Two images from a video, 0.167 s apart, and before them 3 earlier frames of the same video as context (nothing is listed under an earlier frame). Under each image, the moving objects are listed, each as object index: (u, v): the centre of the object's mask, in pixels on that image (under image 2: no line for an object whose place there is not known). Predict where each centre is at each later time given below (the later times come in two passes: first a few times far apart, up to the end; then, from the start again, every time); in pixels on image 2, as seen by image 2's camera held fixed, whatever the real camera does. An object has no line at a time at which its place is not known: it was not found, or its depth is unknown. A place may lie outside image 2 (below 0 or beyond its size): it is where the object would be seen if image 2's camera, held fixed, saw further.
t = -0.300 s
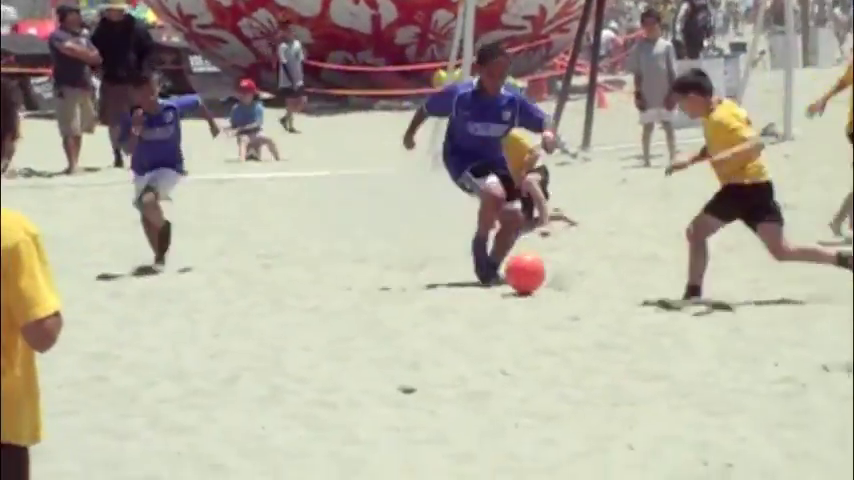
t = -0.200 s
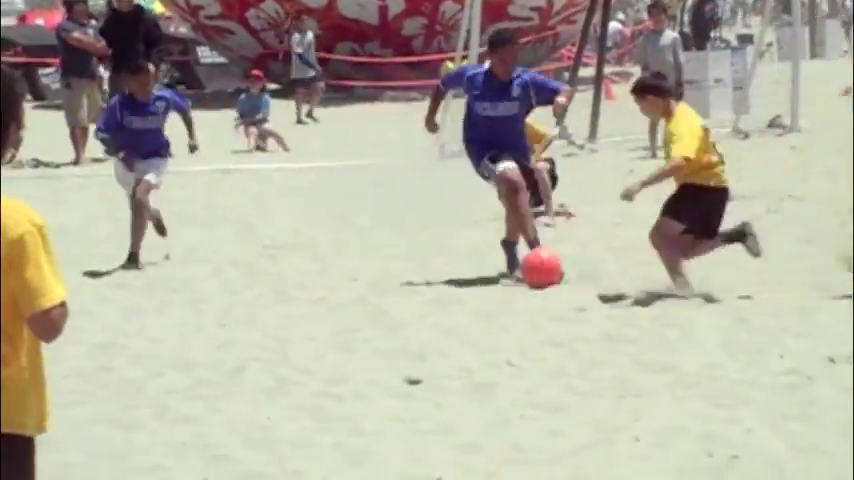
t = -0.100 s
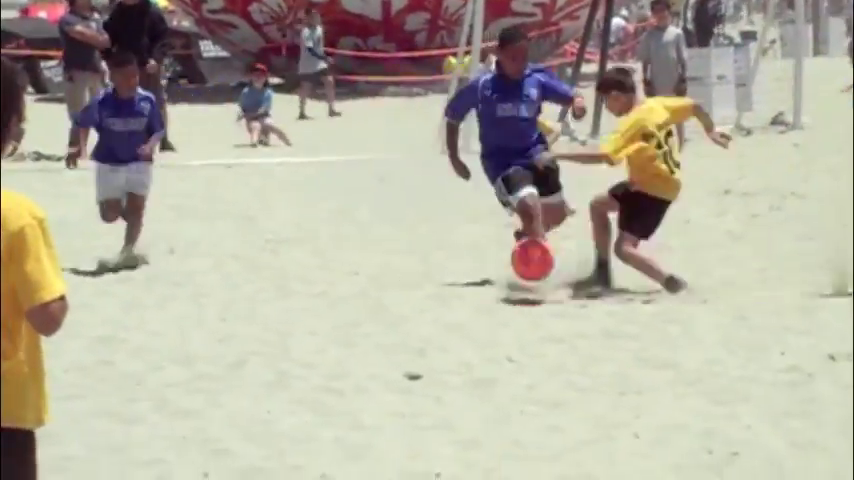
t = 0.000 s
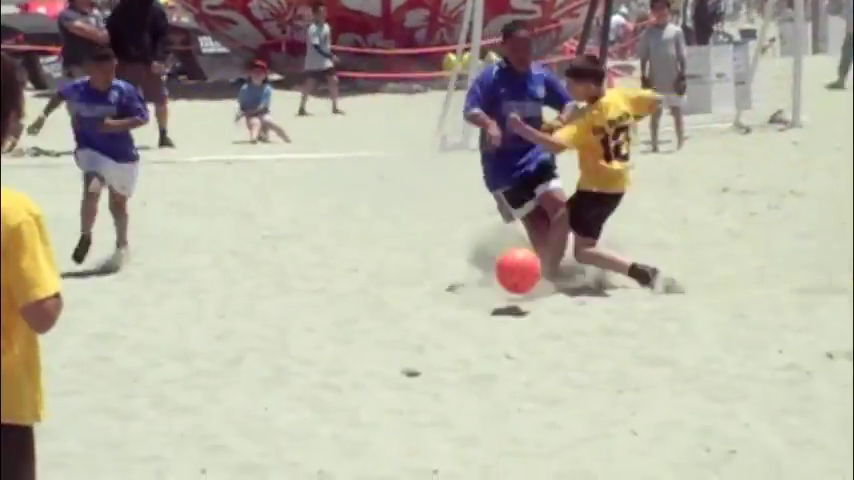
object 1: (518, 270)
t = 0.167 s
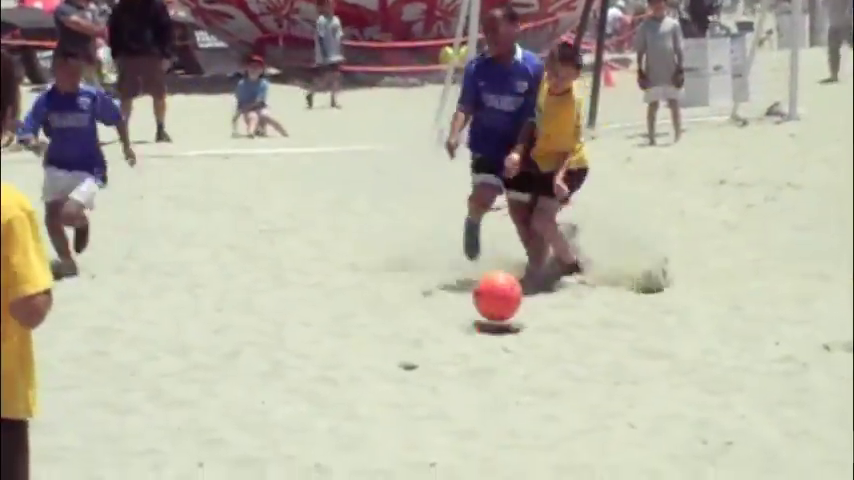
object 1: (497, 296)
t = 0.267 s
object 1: (490, 308)
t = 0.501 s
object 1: (496, 342)
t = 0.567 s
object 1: (501, 350)
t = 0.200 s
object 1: (495, 297)
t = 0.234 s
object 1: (493, 301)
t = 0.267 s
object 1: (490, 308)
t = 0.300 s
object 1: (489, 319)
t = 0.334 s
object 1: (488, 330)
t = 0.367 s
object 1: (488, 334)
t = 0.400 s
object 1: (490, 334)
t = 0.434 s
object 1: (492, 335)
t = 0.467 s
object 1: (494, 339)
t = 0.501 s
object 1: (496, 342)
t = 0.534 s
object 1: (499, 345)
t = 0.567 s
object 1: (501, 350)
